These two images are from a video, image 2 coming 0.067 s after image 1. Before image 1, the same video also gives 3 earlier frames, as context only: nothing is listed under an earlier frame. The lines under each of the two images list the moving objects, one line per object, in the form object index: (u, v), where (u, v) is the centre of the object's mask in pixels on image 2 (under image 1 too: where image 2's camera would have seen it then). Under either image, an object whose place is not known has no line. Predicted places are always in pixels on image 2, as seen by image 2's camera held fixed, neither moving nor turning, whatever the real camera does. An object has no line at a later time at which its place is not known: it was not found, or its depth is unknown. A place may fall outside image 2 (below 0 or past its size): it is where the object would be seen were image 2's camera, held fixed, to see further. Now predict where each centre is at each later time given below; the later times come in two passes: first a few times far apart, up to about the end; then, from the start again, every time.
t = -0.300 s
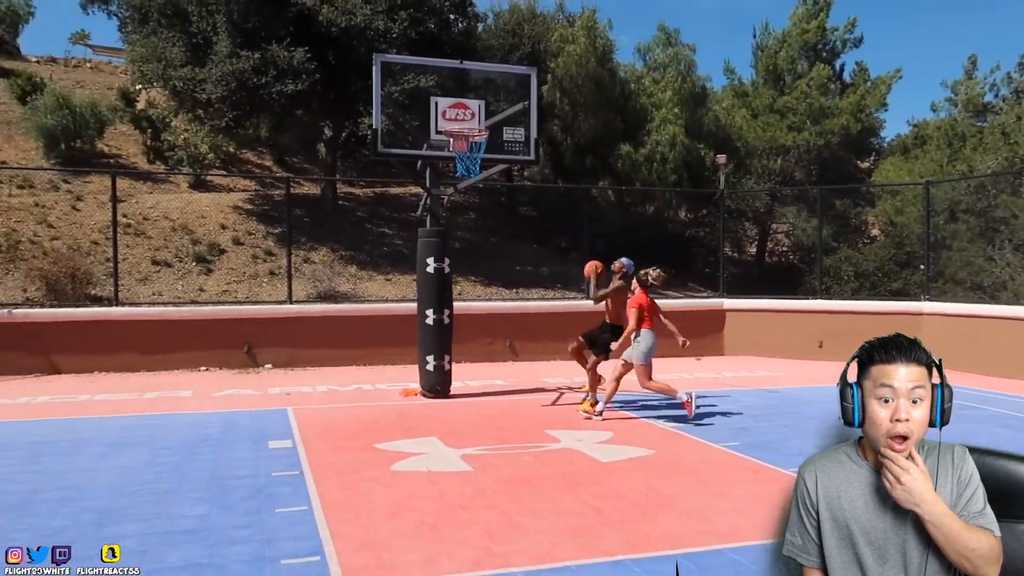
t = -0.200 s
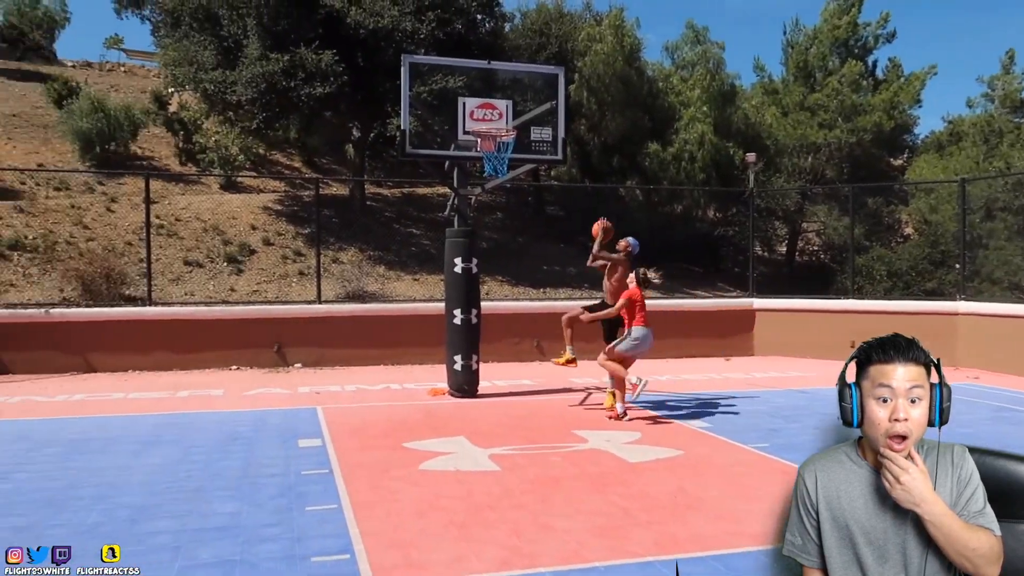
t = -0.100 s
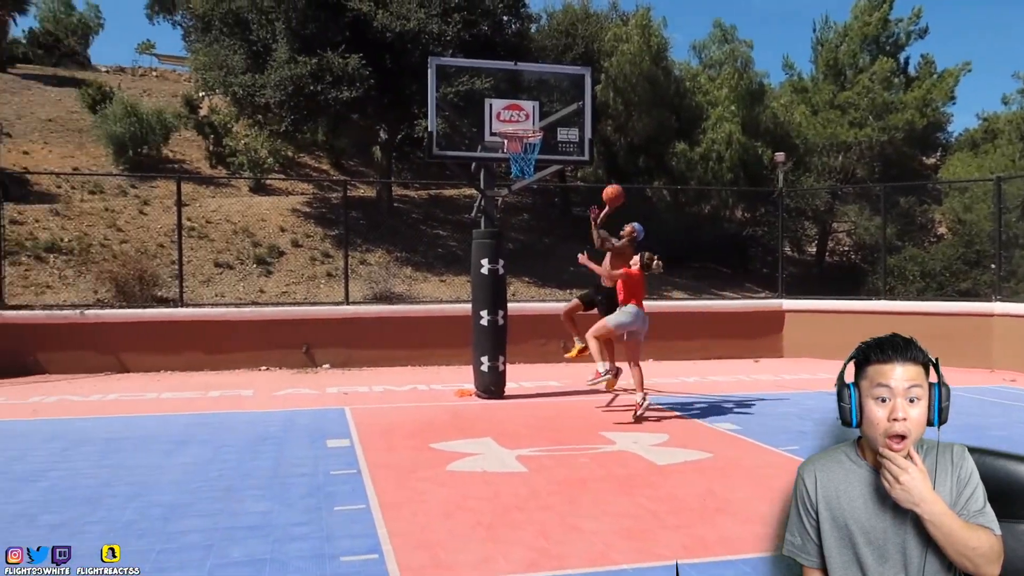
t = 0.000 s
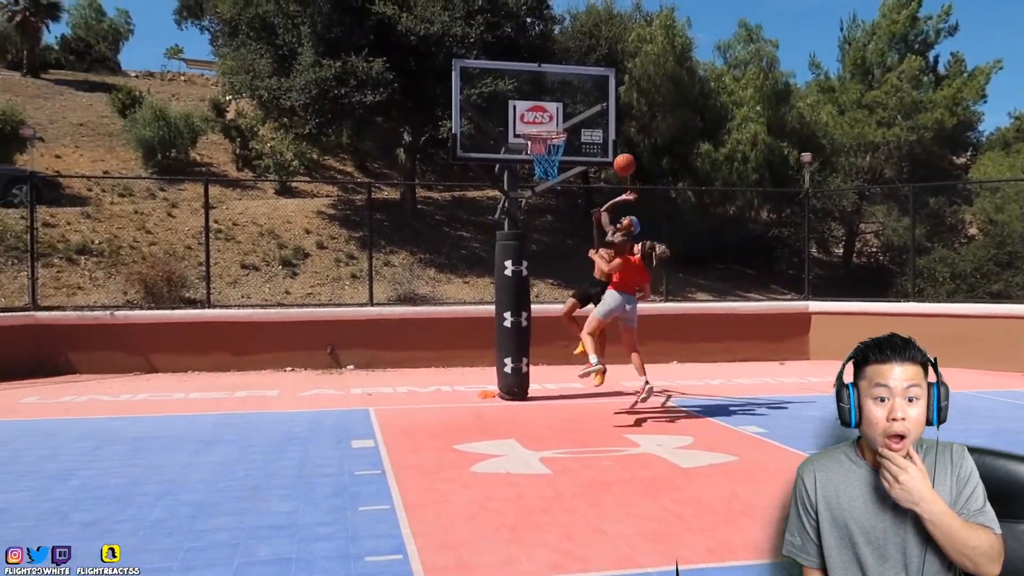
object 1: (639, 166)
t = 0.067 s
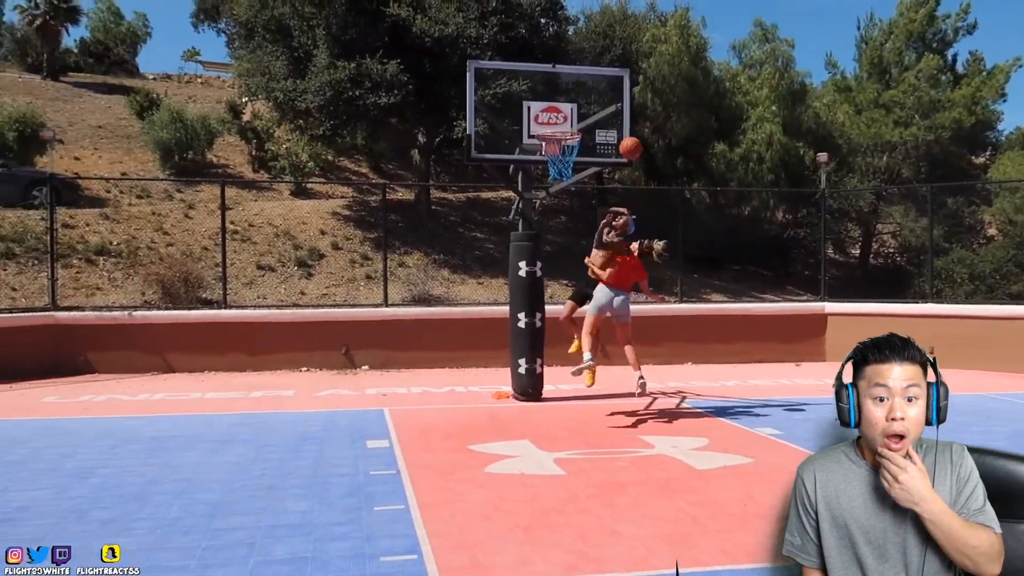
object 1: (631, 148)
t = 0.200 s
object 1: (613, 125)
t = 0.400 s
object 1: (587, 121)
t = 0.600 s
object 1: (576, 120)
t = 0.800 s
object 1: (561, 118)
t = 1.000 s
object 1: (547, 121)
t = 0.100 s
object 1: (626, 141)
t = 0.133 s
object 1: (622, 134)
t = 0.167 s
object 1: (617, 129)
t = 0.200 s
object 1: (613, 125)
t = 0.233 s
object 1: (609, 121)
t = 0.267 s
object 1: (605, 119)
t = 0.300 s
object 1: (601, 118)
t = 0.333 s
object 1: (596, 118)
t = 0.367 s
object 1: (591, 119)
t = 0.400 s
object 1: (587, 121)
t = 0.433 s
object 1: (583, 122)
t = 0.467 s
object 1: (582, 120)
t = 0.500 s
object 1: (580, 119)
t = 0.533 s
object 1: (579, 119)
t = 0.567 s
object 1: (578, 120)
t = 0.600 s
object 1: (576, 120)
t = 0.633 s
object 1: (573, 119)
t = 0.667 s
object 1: (572, 120)
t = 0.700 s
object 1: (569, 119)
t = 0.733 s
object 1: (567, 119)
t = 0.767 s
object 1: (564, 119)
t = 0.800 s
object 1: (561, 118)
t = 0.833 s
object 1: (559, 118)
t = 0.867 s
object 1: (556, 118)
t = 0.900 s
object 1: (554, 118)
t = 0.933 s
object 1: (552, 118)
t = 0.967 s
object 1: (549, 119)
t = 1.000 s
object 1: (547, 121)
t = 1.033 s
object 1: (544, 125)
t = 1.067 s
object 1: (542, 129)
